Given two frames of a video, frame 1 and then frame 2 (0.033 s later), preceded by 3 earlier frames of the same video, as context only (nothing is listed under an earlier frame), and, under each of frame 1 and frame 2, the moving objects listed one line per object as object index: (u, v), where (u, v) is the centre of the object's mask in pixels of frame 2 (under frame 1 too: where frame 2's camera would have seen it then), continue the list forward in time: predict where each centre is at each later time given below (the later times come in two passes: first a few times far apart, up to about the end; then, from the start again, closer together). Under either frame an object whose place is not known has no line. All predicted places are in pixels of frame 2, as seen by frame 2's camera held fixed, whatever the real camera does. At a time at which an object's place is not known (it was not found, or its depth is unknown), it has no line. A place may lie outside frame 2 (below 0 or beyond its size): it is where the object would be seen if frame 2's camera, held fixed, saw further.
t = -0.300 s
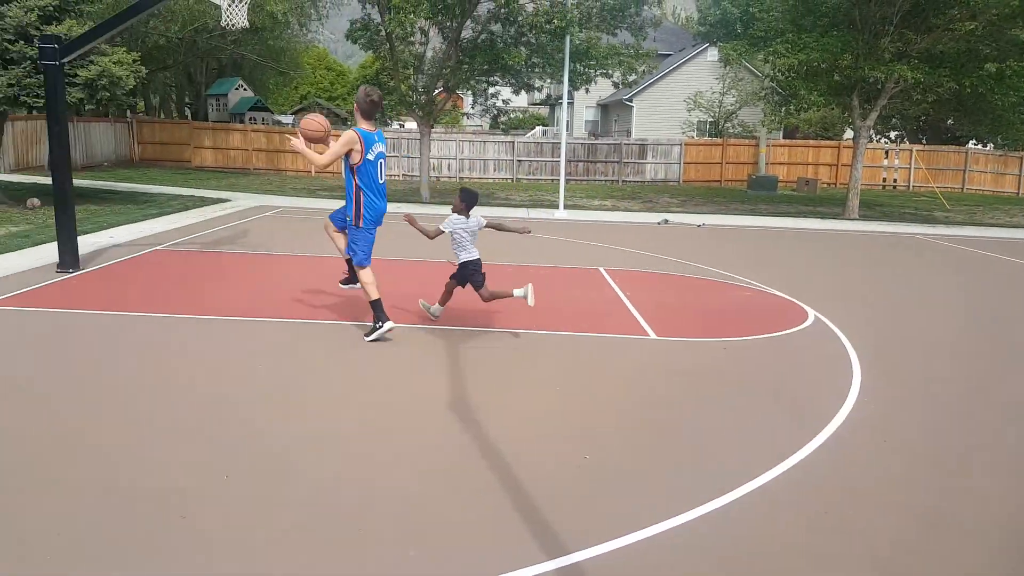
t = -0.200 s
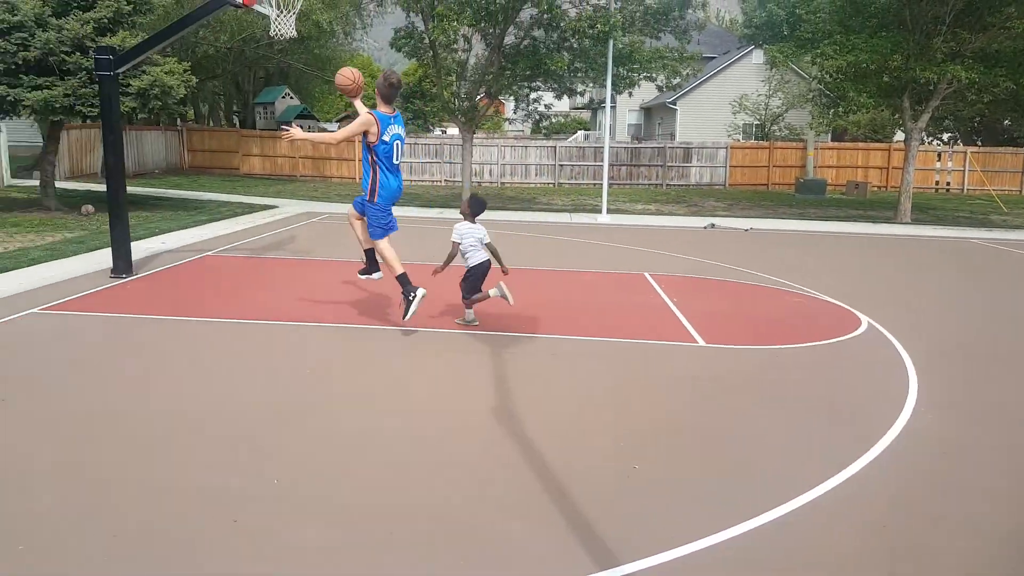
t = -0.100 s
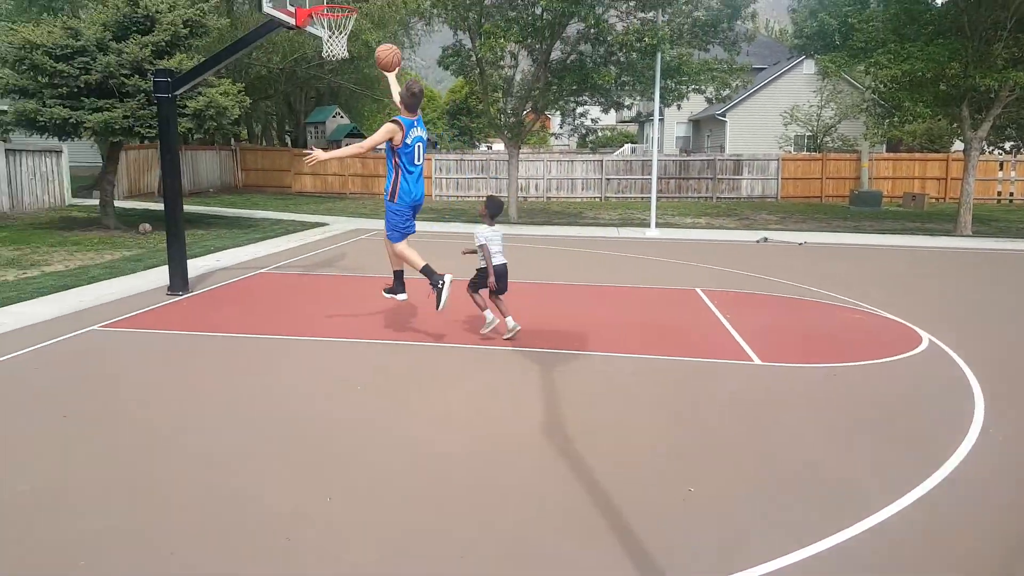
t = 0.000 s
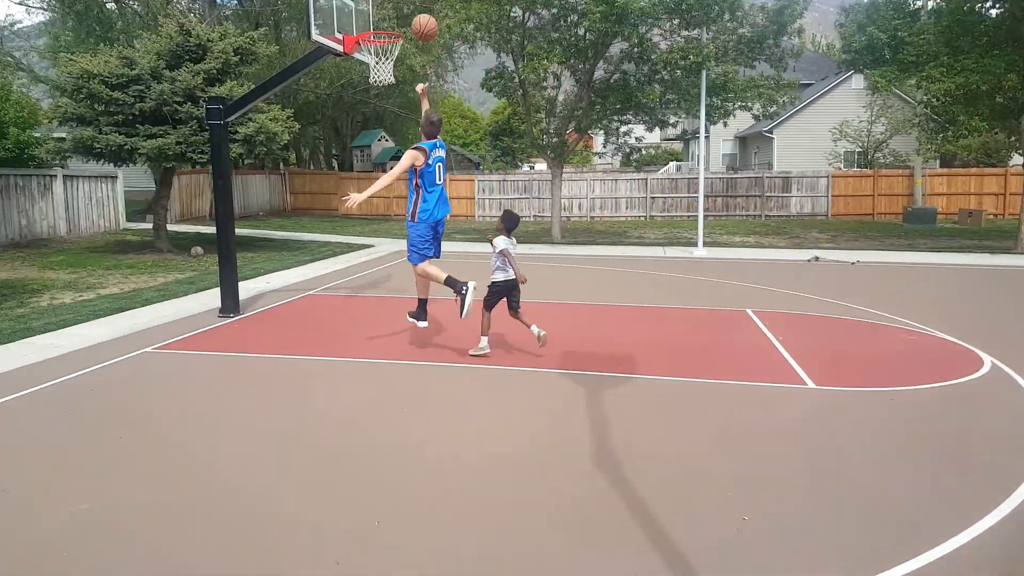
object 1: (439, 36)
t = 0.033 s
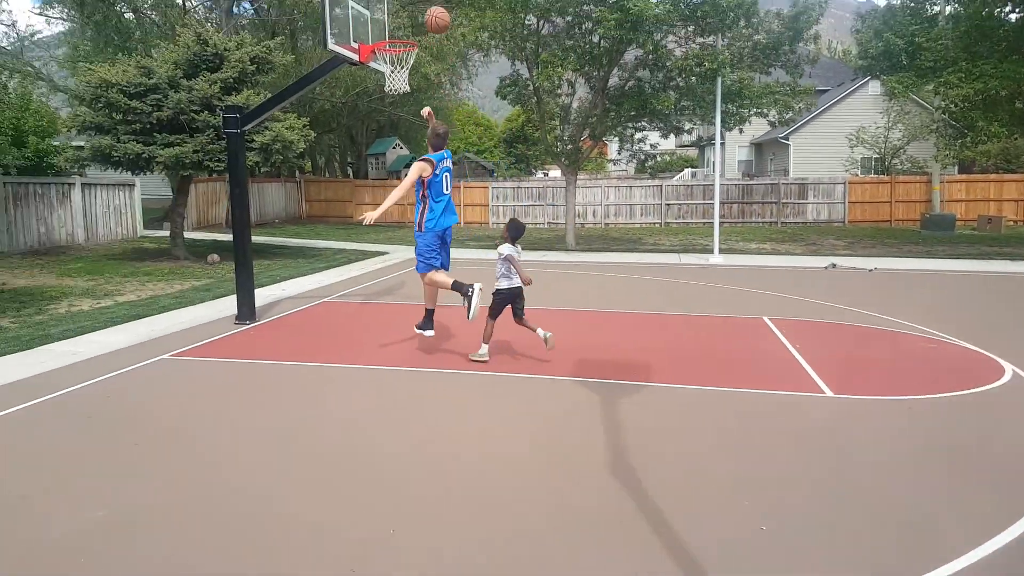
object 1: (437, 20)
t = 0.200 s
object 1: (427, -30)
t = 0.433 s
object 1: (414, -60)
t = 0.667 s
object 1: (403, -32)
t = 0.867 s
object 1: (395, 32)
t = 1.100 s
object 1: (396, 135)
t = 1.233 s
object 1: (400, 207)
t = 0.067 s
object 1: (435, 6)
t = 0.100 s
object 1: (432, -6)
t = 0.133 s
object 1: (430, -15)
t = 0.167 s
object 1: (428, -23)
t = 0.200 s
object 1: (427, -30)
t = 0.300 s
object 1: (421, -48)
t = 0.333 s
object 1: (419, -52)
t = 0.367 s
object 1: (417, -55)
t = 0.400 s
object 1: (416, -58)
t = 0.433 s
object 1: (414, -60)
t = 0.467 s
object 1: (412, -61)
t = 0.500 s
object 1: (411, -59)
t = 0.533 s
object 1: (409, -56)
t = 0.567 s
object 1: (407, -52)
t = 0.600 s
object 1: (406, -46)
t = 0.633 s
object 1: (404, -40)
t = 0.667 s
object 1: (403, -32)
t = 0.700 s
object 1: (401, -24)
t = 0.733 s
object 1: (400, -14)
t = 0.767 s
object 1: (399, -4)
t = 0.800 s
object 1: (397, 8)
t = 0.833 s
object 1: (396, 20)
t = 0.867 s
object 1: (395, 32)
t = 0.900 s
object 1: (393, 42)
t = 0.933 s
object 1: (391, 55)
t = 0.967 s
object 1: (390, 72)
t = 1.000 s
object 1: (387, 86)
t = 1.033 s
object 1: (394, 104)
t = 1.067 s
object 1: (395, 119)
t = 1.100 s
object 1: (396, 135)
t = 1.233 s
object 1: (400, 207)
